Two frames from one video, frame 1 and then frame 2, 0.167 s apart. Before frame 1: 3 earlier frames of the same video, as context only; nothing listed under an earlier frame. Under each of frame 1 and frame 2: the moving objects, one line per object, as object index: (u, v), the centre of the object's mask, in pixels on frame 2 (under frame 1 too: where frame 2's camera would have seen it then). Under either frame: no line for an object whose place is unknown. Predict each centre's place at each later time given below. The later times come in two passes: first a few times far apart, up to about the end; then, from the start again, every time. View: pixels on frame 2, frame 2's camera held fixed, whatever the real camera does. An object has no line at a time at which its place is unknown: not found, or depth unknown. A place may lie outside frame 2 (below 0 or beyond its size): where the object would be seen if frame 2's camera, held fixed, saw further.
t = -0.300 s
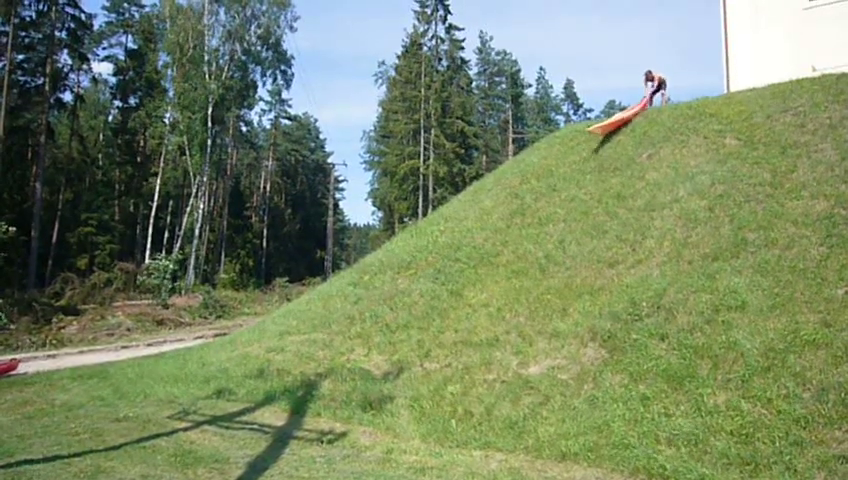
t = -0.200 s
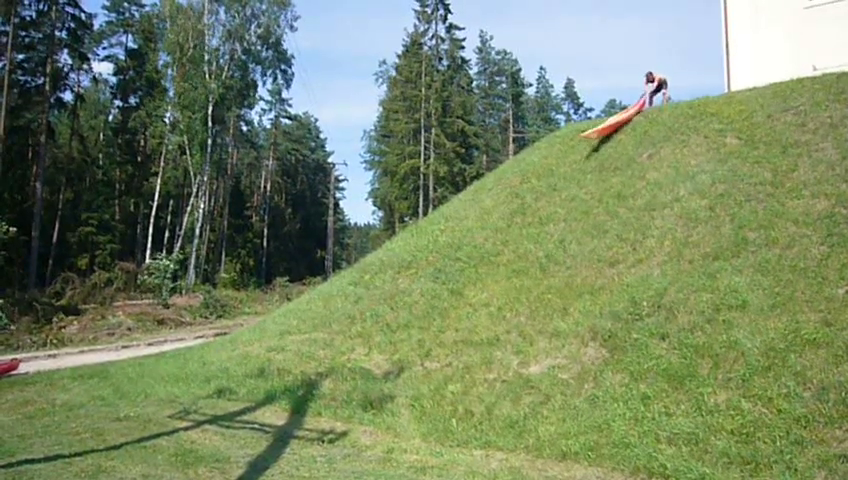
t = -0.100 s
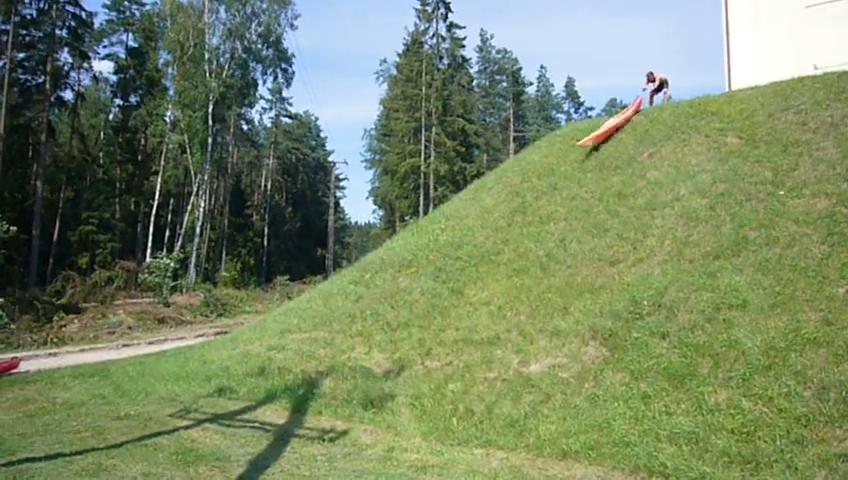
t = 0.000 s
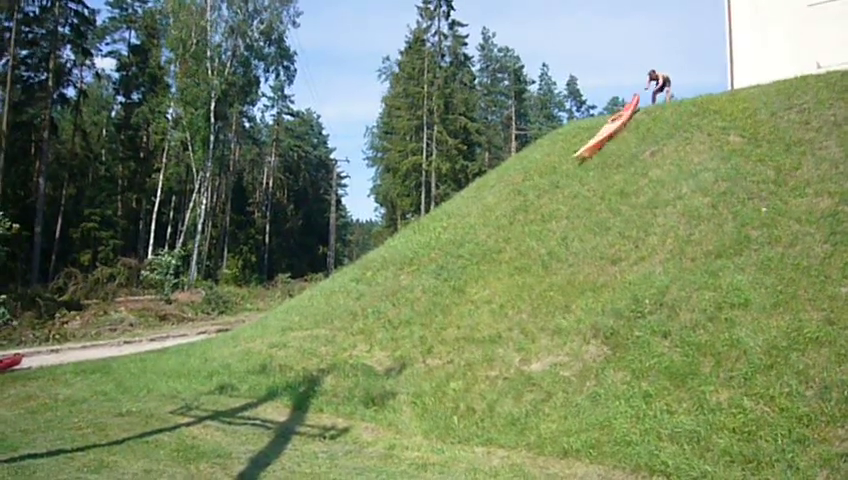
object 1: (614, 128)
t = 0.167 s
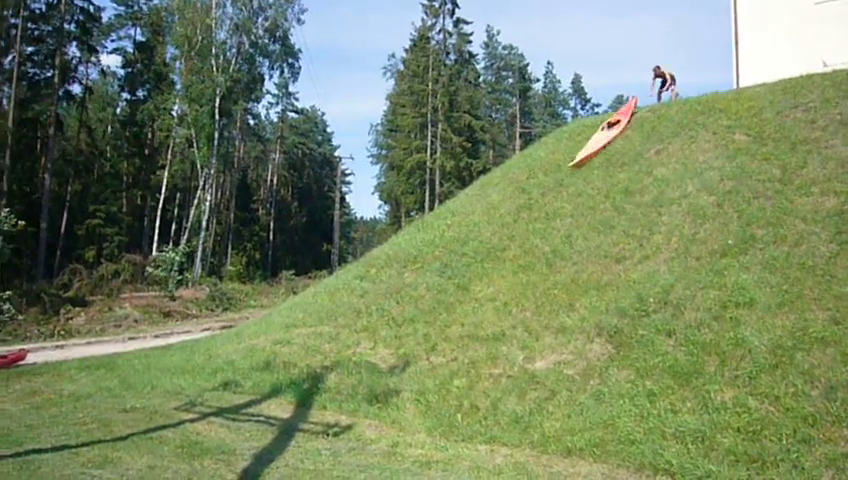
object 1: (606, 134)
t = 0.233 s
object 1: (602, 137)
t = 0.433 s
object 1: (590, 150)
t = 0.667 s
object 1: (573, 166)
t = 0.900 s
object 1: (552, 188)
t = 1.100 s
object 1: (531, 211)
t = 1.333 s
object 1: (503, 239)
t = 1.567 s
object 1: (470, 272)
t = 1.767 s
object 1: (437, 312)
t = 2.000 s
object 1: (392, 360)
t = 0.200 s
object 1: (604, 135)
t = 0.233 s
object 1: (602, 137)
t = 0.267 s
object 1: (601, 138)
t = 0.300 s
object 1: (599, 140)
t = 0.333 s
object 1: (596, 143)
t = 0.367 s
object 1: (595, 145)
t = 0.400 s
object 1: (592, 147)
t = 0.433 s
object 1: (590, 150)
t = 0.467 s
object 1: (589, 150)
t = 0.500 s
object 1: (585, 154)
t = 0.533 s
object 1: (583, 156)
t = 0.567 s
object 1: (581, 158)
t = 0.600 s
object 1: (578, 161)
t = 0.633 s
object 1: (576, 163)
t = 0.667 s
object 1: (573, 166)
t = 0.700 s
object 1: (570, 169)
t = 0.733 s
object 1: (567, 172)
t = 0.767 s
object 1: (564, 176)
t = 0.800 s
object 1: (561, 179)
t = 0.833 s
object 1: (558, 182)
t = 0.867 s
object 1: (555, 185)
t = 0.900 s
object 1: (552, 188)
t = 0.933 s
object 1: (548, 192)
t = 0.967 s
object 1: (545, 196)
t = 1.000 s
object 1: (542, 199)
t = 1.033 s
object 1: (538, 203)
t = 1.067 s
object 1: (535, 207)
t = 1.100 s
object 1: (531, 211)
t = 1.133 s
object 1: (527, 215)
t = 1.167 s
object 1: (522, 220)
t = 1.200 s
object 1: (519, 223)
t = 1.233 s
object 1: (515, 227)
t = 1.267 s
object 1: (511, 231)
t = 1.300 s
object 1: (507, 236)
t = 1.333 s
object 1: (503, 239)
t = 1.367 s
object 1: (499, 243)
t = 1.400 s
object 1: (495, 247)
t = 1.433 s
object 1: (489, 253)
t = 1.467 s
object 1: (485, 257)
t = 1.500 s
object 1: (480, 262)
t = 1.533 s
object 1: (475, 266)
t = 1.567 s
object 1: (470, 272)
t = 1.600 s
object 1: (465, 278)
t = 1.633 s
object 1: (459, 285)
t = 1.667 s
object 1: (454, 291)
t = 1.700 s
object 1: (448, 298)
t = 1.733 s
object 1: (443, 304)
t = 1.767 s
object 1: (437, 312)
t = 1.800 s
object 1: (431, 318)
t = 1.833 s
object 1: (425, 325)
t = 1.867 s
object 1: (418, 333)
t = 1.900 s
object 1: (412, 340)
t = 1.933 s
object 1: (406, 346)
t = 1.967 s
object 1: (399, 353)
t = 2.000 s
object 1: (392, 360)
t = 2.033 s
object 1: (385, 367)
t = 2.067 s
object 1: (377, 373)
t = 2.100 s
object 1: (370, 379)
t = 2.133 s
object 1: (363, 385)
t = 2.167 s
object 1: (355, 392)
